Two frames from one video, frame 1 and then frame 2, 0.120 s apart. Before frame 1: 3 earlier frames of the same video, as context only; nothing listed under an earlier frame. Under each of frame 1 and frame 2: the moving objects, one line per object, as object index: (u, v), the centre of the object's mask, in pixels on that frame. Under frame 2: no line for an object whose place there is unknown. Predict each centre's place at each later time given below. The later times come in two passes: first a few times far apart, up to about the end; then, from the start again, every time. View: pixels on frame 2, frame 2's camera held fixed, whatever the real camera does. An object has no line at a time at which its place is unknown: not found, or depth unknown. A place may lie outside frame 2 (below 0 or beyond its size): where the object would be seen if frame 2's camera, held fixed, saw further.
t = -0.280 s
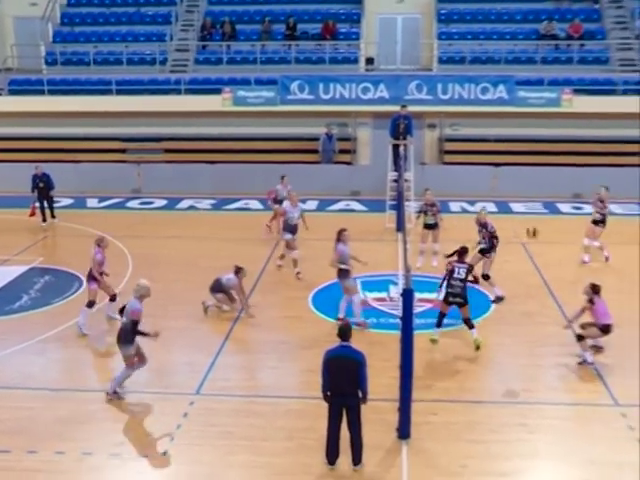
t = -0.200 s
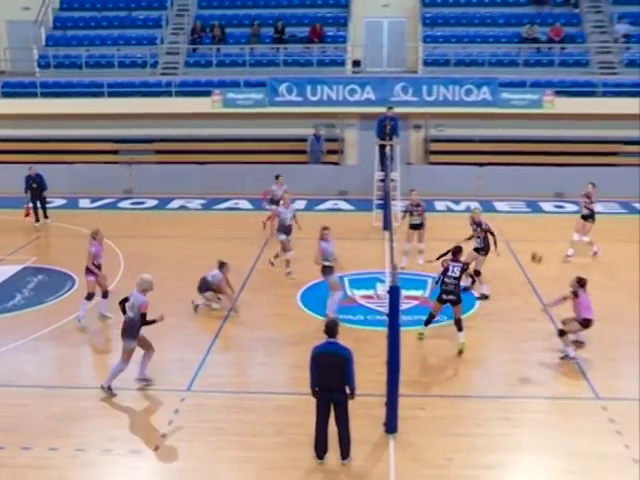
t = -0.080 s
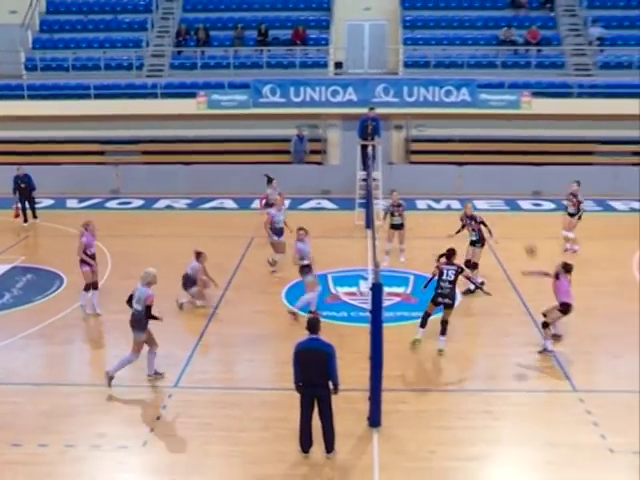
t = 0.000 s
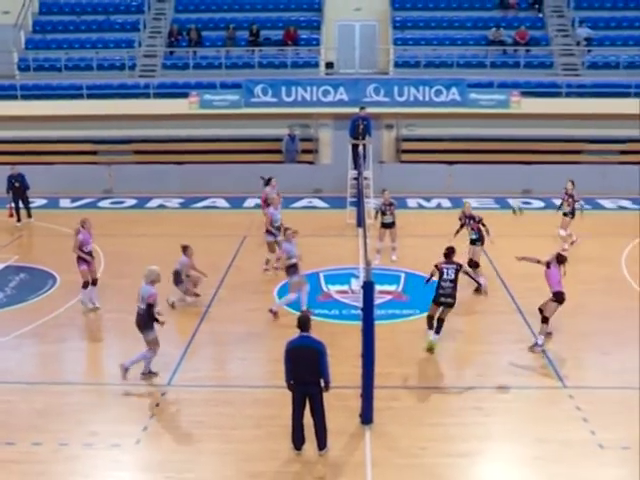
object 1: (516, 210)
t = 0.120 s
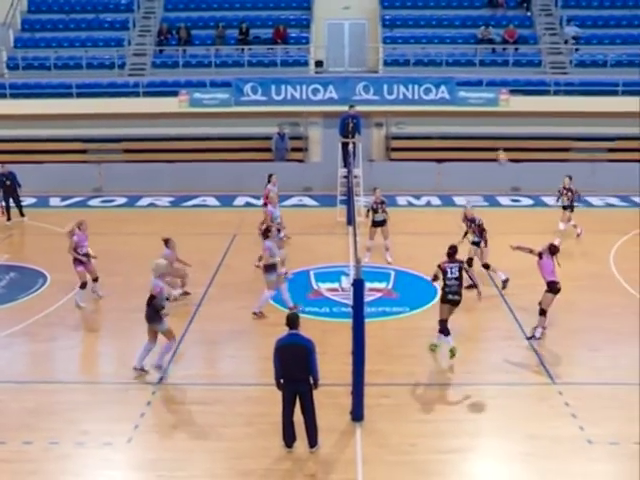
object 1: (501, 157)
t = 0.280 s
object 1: (494, 106)
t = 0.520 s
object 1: (481, 62)
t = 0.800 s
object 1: (469, 53)
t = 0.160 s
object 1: (500, 143)
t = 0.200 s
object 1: (496, 130)
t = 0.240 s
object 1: (496, 117)
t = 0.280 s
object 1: (494, 106)
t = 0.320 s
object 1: (491, 97)
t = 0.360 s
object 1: (489, 88)
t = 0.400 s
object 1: (487, 80)
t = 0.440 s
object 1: (486, 74)
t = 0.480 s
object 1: (483, 67)
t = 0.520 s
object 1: (481, 62)
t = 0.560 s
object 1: (480, 59)
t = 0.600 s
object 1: (478, 57)
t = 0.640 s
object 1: (476, 53)
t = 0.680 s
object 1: (474, 52)
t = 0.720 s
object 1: (472, 52)
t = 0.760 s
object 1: (470, 52)
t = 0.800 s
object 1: (469, 53)
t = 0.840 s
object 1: (467, 56)
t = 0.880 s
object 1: (465, 59)
